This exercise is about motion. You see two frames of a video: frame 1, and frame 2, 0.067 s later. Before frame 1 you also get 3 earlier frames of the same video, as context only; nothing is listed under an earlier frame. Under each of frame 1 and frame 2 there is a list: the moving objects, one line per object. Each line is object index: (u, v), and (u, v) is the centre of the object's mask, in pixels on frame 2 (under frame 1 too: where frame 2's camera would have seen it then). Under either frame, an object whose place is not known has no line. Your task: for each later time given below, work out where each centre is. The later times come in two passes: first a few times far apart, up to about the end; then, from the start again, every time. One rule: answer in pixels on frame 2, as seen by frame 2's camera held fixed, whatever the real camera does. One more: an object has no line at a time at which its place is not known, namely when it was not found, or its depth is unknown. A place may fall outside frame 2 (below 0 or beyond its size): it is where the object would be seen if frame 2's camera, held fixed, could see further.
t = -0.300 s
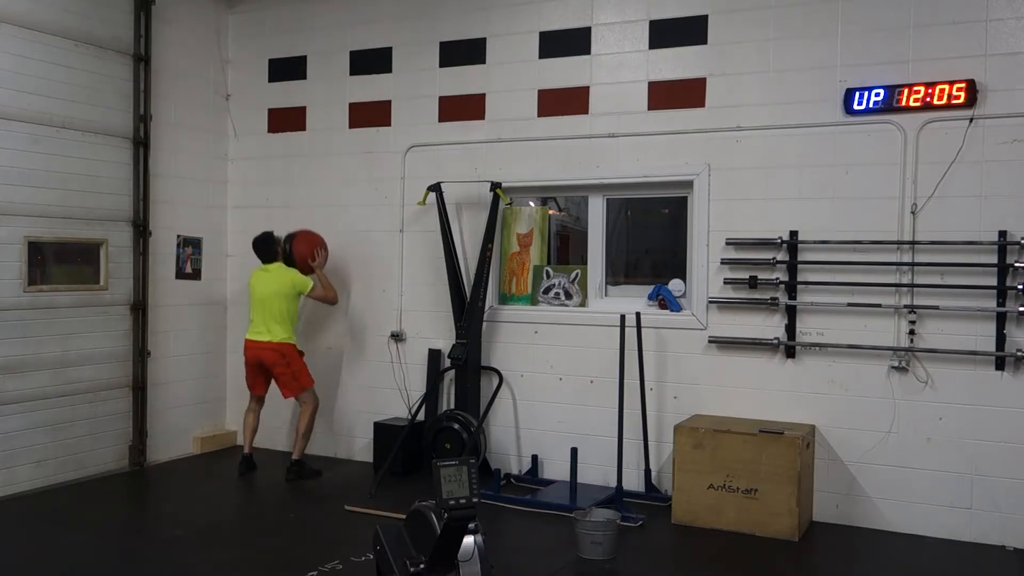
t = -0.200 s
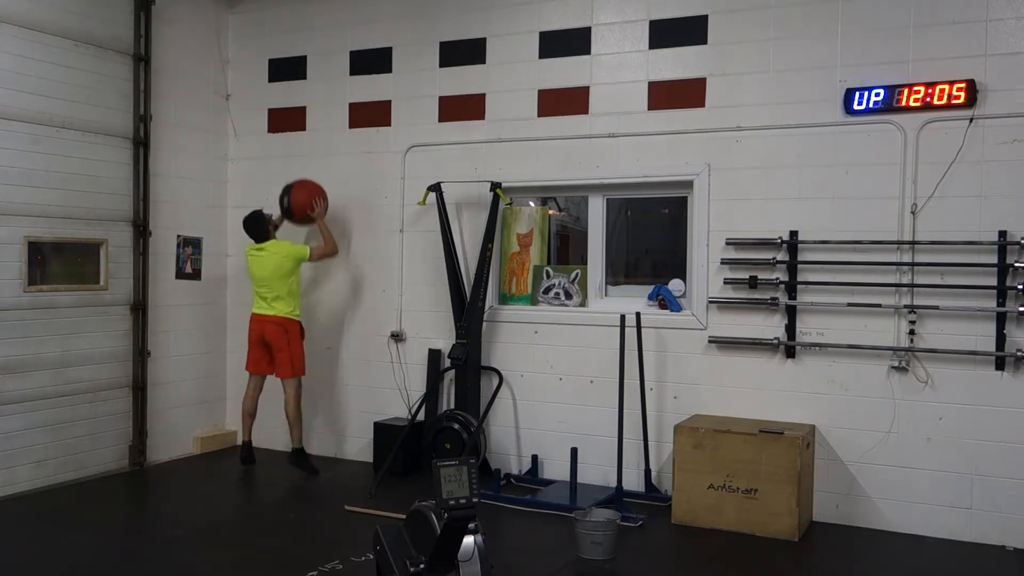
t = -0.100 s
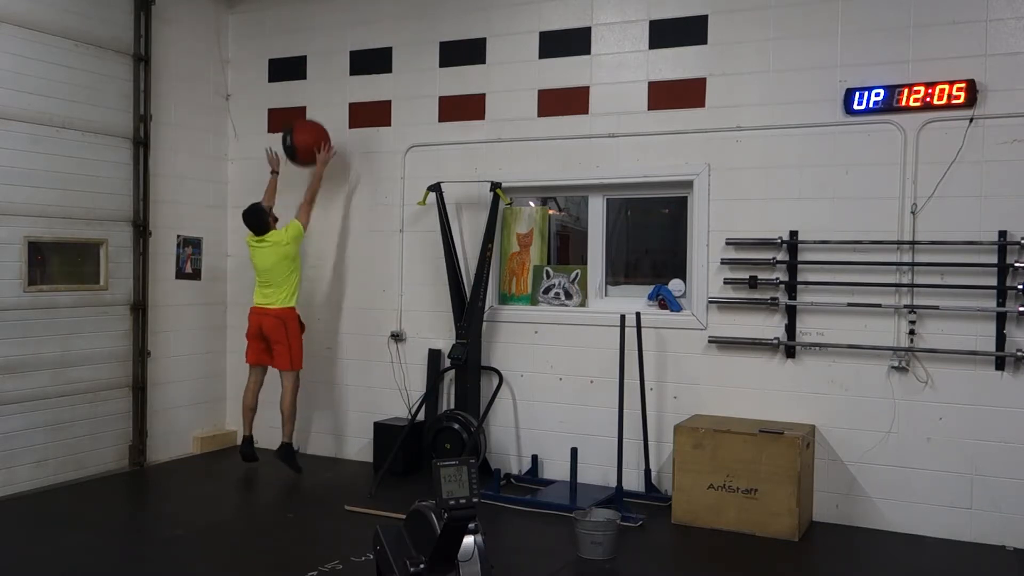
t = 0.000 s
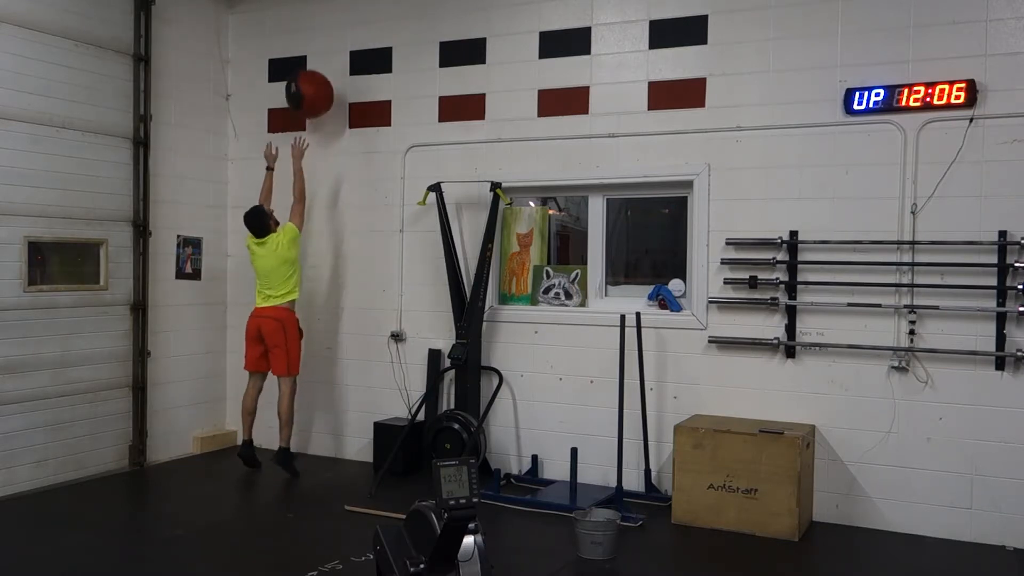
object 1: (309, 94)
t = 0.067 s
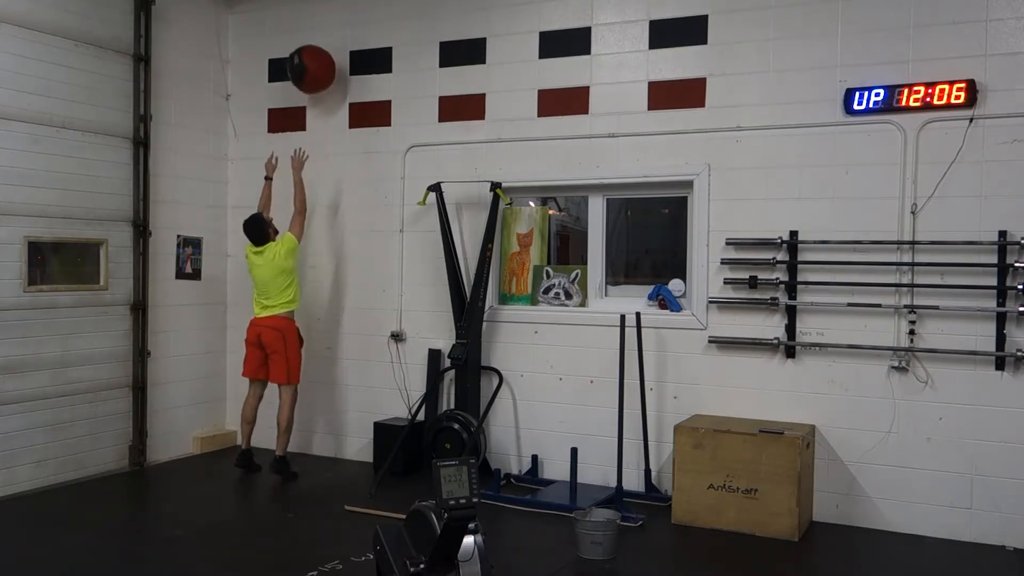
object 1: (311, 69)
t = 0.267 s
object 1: (317, 29)
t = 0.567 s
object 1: (316, 55)
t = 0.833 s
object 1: (310, 168)
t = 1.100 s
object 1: (306, 381)
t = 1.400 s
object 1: (306, 419)
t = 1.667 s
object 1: (308, 452)
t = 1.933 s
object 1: (313, 451)
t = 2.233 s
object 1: (316, 451)
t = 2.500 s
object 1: (315, 451)
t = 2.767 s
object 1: (315, 451)
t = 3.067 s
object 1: (315, 451)
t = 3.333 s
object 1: (315, 451)
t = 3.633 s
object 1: (315, 451)
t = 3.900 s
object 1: (315, 451)
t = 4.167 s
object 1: (315, 451)
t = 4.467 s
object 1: (315, 451)
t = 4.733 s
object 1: (315, 451)
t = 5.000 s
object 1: (315, 451)
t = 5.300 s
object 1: (315, 451)
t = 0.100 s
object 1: (312, 59)
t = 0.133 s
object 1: (313, 50)
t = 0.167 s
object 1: (314, 42)
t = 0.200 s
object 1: (315, 36)
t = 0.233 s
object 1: (316, 32)
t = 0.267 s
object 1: (317, 29)
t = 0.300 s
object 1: (317, 27)
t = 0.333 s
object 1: (318, 27)
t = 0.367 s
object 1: (319, 28)
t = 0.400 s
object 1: (319, 30)
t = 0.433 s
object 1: (319, 32)
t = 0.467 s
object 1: (318, 35)
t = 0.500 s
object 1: (317, 40)
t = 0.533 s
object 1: (317, 47)
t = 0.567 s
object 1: (316, 55)
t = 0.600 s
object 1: (315, 63)
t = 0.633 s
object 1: (315, 74)
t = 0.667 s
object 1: (314, 86)
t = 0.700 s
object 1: (313, 99)
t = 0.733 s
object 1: (313, 115)
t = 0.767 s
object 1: (311, 131)
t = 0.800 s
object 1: (311, 149)
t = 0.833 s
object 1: (310, 168)
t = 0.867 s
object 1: (310, 190)
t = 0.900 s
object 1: (309, 213)
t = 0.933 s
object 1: (308, 237)
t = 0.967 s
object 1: (307, 263)
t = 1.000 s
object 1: (307, 291)
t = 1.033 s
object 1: (307, 319)
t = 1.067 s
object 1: (306, 349)
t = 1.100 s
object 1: (306, 381)
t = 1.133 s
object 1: (305, 413)
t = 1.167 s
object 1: (305, 446)
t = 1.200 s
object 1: (305, 447)
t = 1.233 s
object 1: (305, 439)
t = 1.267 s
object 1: (305, 433)
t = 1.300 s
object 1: (306, 427)
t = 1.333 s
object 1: (306, 423)
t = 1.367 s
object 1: (306, 420)
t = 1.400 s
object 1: (306, 419)
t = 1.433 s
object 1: (306, 419)
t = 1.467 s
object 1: (307, 420)
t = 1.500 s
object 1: (307, 423)
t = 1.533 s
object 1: (307, 427)
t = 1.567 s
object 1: (307, 433)
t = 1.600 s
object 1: (307, 440)
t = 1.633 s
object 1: (308, 449)
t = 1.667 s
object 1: (308, 452)
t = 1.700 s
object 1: (308, 449)
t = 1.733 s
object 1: (309, 448)
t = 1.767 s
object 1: (310, 448)
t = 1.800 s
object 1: (311, 449)
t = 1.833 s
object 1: (311, 451)
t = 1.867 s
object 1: (312, 451)
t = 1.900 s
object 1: (313, 451)
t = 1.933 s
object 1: (313, 451)
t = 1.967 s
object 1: (314, 451)
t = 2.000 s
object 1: (315, 451)
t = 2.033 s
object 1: (315, 451)
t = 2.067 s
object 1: (316, 451)
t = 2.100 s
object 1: (316, 451)
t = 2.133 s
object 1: (316, 451)
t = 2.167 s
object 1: (316, 451)
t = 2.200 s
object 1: (316, 451)
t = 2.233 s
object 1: (316, 451)
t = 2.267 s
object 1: (316, 451)
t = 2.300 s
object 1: (315, 451)
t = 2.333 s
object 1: (315, 451)
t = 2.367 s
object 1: (315, 451)
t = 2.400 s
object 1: (315, 451)
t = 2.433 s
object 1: (315, 451)
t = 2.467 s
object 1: (315, 451)
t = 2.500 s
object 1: (315, 451)
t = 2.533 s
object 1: (315, 451)
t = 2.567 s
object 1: (315, 451)
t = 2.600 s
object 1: (315, 451)
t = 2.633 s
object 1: (315, 451)
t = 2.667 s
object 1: (315, 451)
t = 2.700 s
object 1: (315, 451)
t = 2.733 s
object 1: (315, 450)
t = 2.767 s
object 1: (315, 451)
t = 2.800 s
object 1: (315, 451)
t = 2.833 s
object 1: (315, 451)
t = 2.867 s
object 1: (315, 451)
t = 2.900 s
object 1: (315, 451)
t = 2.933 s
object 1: (315, 451)
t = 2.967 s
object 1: (315, 451)
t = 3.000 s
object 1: (315, 451)
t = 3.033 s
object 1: (315, 451)
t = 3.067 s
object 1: (315, 451)
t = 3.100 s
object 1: (315, 451)
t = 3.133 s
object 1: (315, 451)
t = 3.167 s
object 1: (315, 451)
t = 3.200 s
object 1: (315, 451)
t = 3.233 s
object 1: (315, 451)
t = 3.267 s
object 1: (315, 451)
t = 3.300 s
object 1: (315, 451)
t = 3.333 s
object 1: (315, 451)
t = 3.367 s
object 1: (315, 451)
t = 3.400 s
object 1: (315, 451)
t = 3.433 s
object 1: (315, 451)
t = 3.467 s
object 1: (315, 451)
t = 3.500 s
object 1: (315, 451)
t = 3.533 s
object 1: (315, 451)
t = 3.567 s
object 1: (315, 451)
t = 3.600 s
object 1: (315, 451)
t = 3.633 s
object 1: (315, 451)
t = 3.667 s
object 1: (315, 451)
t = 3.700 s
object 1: (315, 451)
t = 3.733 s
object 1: (315, 451)
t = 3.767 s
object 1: (315, 451)
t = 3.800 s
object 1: (315, 451)
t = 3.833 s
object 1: (315, 451)
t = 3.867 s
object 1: (315, 451)
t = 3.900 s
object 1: (315, 451)
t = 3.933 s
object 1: (315, 451)
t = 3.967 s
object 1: (315, 451)
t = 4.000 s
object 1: (315, 451)
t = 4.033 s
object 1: (315, 451)
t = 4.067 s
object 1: (315, 451)
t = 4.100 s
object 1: (315, 451)
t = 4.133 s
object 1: (315, 451)
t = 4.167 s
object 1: (315, 451)
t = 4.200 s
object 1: (315, 451)
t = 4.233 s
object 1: (315, 451)
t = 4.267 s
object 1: (315, 451)
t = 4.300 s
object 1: (315, 451)
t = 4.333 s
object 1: (315, 451)
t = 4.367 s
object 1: (315, 451)
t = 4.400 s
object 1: (315, 451)
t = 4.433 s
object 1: (315, 451)
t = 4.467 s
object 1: (315, 451)
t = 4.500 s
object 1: (315, 451)
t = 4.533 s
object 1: (315, 451)
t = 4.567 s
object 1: (315, 451)
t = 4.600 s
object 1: (315, 451)
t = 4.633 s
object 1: (315, 451)
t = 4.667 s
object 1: (315, 451)
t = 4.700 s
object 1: (315, 451)
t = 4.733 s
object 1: (315, 451)
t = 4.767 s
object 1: (315, 451)
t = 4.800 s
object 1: (315, 451)
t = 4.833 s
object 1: (315, 451)
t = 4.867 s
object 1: (315, 451)
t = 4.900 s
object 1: (315, 451)
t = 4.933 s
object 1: (315, 451)
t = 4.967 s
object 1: (315, 451)
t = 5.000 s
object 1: (315, 451)
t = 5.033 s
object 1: (315, 451)
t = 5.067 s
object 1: (315, 451)
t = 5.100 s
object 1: (315, 451)
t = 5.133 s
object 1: (315, 451)
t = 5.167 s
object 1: (315, 451)
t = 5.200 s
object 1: (315, 451)
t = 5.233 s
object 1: (315, 451)
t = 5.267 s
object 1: (315, 451)
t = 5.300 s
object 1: (315, 451)
